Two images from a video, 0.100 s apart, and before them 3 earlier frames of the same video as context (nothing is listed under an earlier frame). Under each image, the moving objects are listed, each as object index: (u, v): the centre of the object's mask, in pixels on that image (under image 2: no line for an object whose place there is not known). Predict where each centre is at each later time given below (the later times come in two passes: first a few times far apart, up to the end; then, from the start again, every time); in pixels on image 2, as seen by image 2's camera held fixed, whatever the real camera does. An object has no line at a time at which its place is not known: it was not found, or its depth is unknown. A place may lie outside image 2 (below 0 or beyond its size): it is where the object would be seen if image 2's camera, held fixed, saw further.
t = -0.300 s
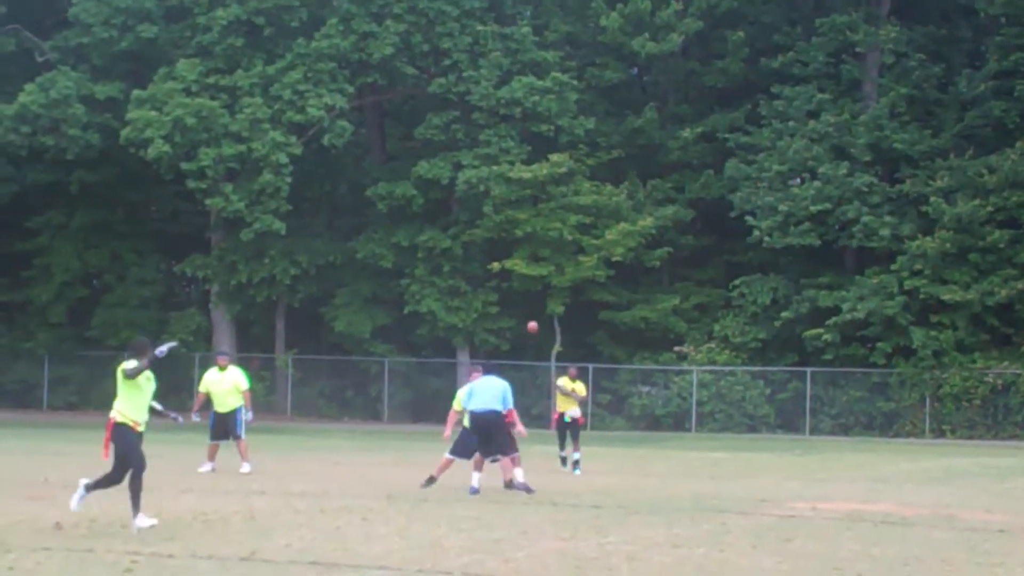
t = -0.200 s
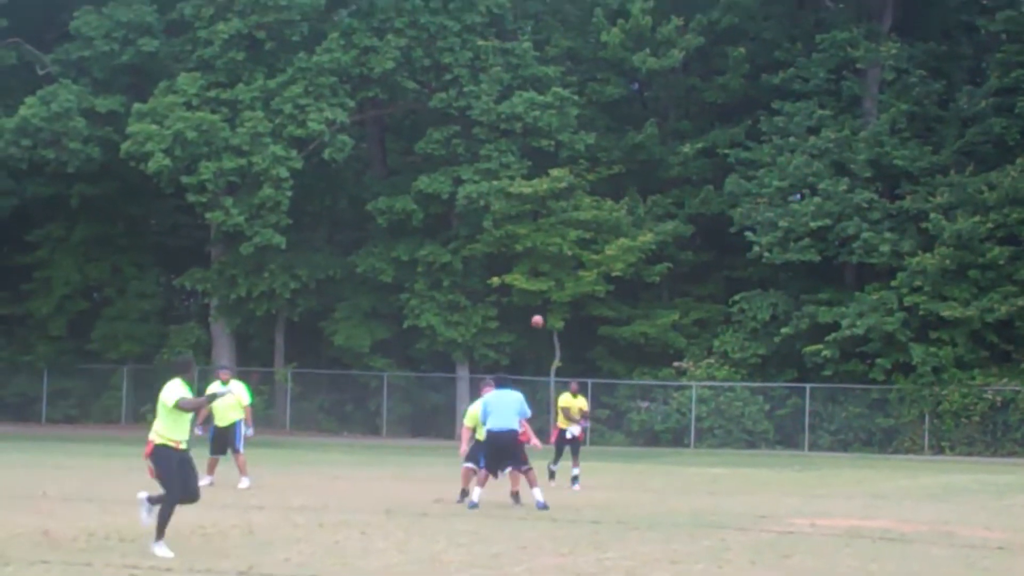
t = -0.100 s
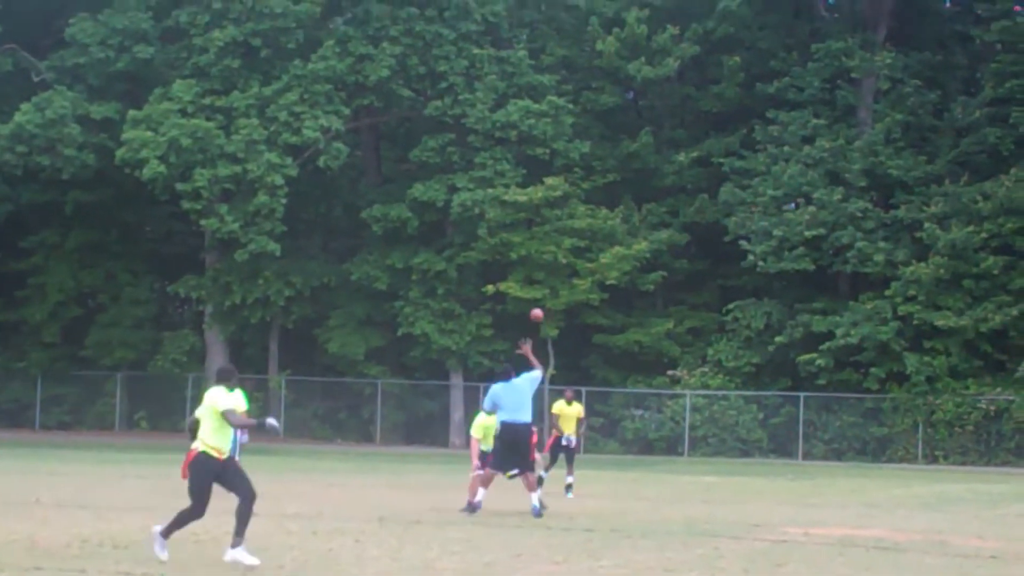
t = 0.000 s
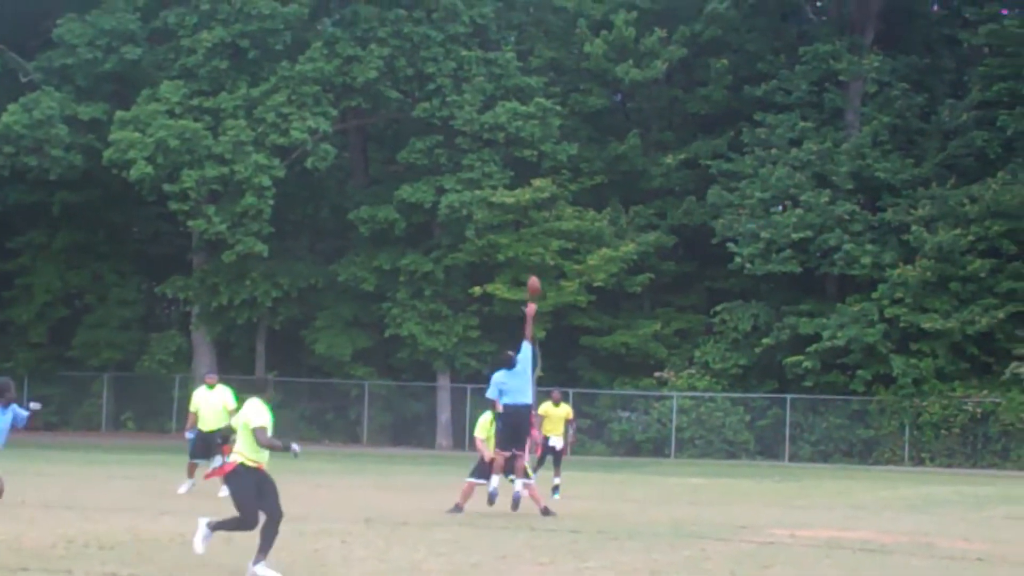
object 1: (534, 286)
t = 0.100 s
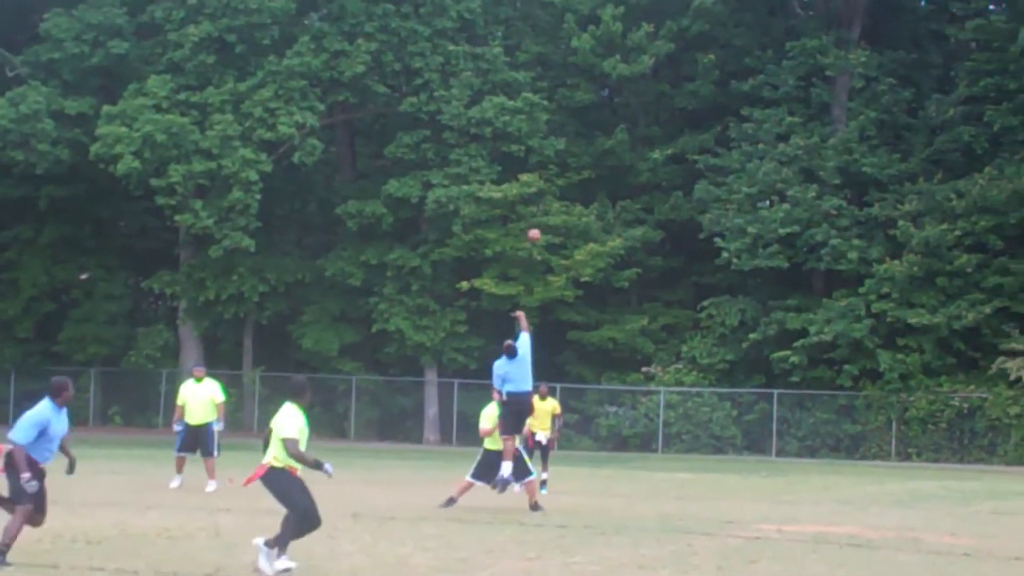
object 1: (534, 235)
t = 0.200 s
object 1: (547, 196)
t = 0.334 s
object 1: (563, 158)
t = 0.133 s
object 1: (538, 222)
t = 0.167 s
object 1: (541, 209)
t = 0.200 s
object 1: (547, 196)
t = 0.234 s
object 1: (551, 186)
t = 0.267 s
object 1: (555, 176)
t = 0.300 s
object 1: (558, 166)
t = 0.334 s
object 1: (563, 158)
